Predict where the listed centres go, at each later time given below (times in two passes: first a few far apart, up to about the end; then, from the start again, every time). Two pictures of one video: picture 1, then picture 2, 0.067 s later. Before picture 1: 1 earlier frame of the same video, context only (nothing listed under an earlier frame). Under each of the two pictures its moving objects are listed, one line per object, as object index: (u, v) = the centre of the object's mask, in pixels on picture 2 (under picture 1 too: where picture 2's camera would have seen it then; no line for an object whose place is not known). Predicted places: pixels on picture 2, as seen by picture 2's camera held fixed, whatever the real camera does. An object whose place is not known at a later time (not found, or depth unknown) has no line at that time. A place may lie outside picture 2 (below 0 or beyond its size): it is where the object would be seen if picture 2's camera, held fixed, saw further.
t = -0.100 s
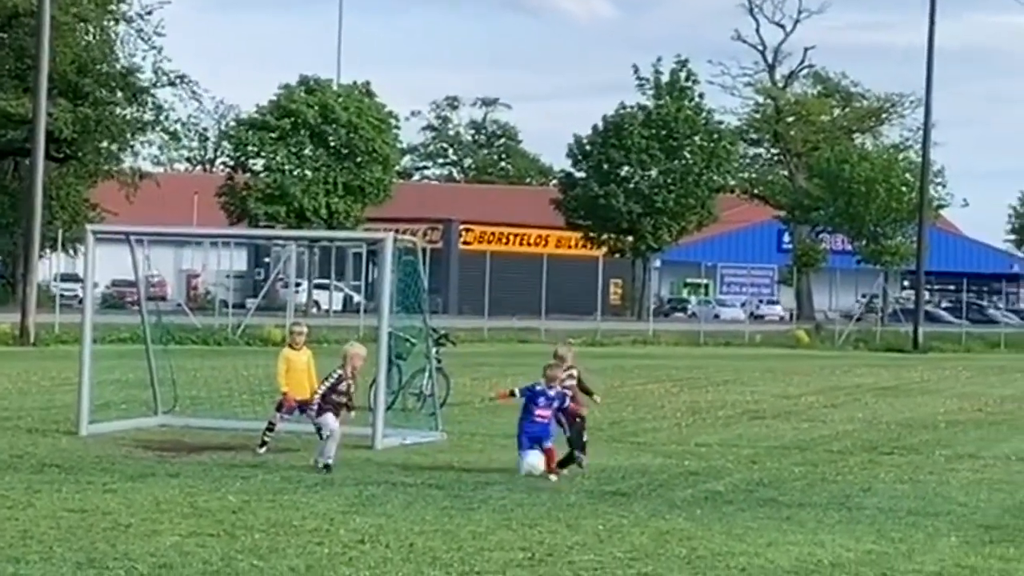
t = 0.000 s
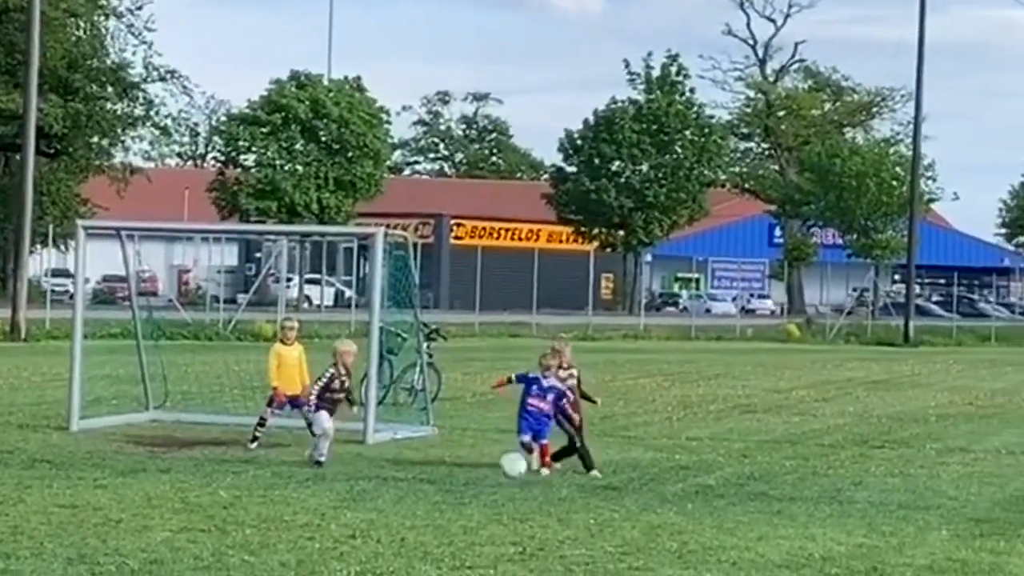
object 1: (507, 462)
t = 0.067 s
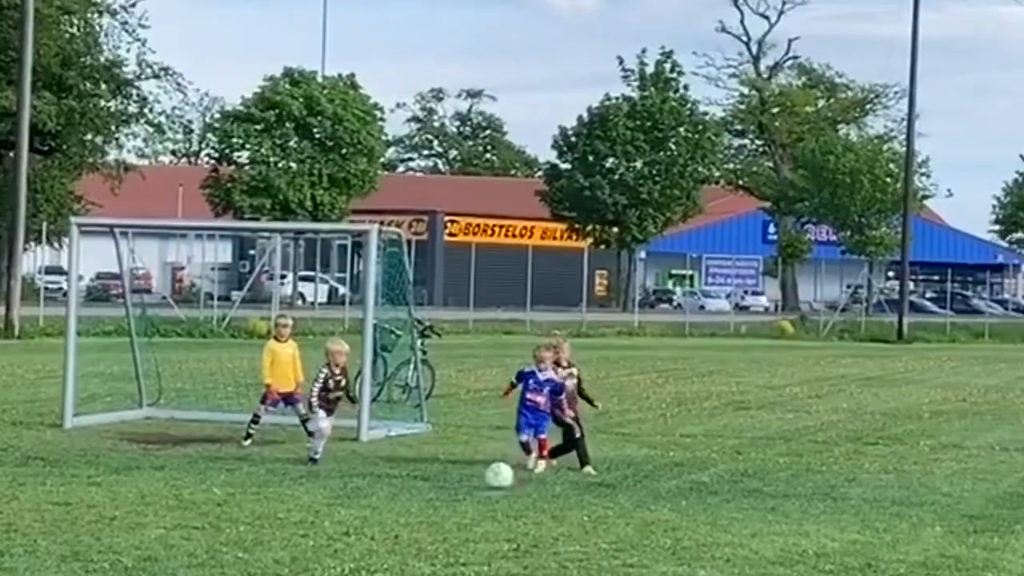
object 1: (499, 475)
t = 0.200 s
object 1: (486, 475)
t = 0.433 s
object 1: (458, 490)
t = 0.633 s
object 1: (438, 504)
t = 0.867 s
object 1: (411, 512)
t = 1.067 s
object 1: (383, 521)
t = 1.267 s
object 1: (352, 527)
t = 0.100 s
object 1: (495, 482)
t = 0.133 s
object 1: (493, 479)
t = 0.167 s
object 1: (489, 477)
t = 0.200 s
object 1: (486, 475)
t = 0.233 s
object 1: (481, 476)
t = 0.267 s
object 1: (477, 478)
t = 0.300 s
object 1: (474, 481)
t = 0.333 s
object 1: (469, 488)
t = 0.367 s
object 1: (464, 494)
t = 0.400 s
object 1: (462, 493)
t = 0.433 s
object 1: (458, 490)
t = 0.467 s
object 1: (455, 488)
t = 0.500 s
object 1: (453, 488)
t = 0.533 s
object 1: (448, 491)
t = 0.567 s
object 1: (446, 493)
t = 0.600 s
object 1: (442, 498)
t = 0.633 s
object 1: (438, 504)
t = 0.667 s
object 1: (434, 504)
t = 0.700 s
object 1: (430, 504)
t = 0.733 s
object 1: (427, 505)
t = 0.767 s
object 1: (423, 507)
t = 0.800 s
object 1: (419, 509)
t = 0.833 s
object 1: (414, 510)
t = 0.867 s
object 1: (411, 512)
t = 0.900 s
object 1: (406, 514)
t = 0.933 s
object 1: (402, 513)
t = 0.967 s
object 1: (397, 514)
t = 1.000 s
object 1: (392, 515)
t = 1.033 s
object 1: (388, 519)
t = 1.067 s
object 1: (383, 521)
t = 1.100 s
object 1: (377, 519)
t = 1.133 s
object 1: (373, 519)
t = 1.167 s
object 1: (368, 519)
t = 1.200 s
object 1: (362, 520)
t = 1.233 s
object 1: (358, 524)
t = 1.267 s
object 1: (352, 527)
